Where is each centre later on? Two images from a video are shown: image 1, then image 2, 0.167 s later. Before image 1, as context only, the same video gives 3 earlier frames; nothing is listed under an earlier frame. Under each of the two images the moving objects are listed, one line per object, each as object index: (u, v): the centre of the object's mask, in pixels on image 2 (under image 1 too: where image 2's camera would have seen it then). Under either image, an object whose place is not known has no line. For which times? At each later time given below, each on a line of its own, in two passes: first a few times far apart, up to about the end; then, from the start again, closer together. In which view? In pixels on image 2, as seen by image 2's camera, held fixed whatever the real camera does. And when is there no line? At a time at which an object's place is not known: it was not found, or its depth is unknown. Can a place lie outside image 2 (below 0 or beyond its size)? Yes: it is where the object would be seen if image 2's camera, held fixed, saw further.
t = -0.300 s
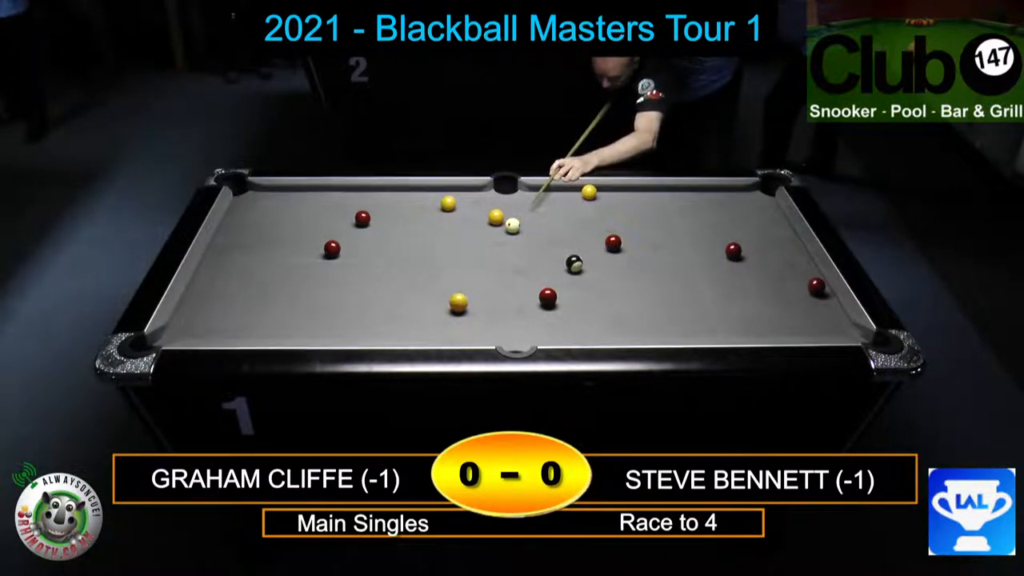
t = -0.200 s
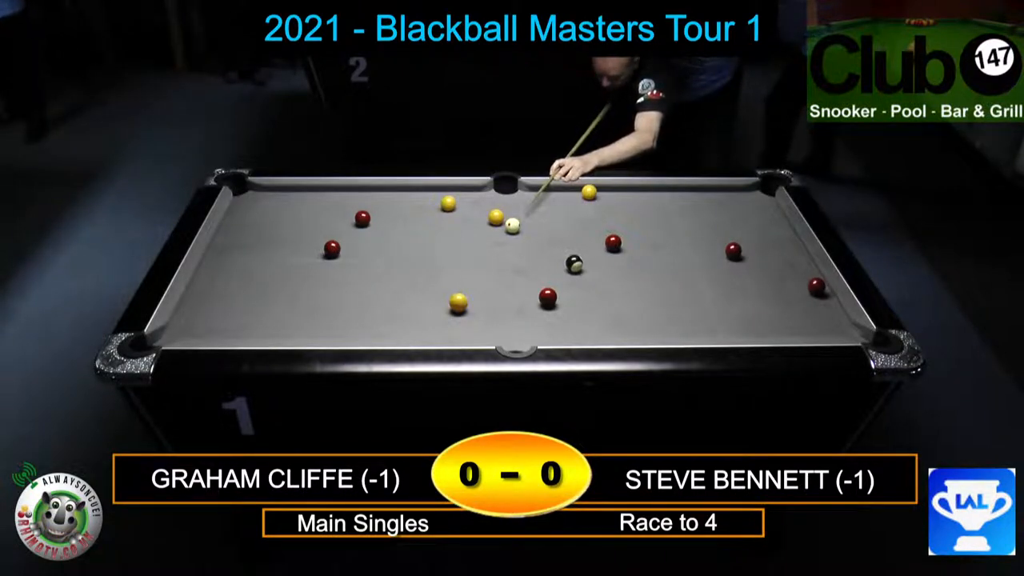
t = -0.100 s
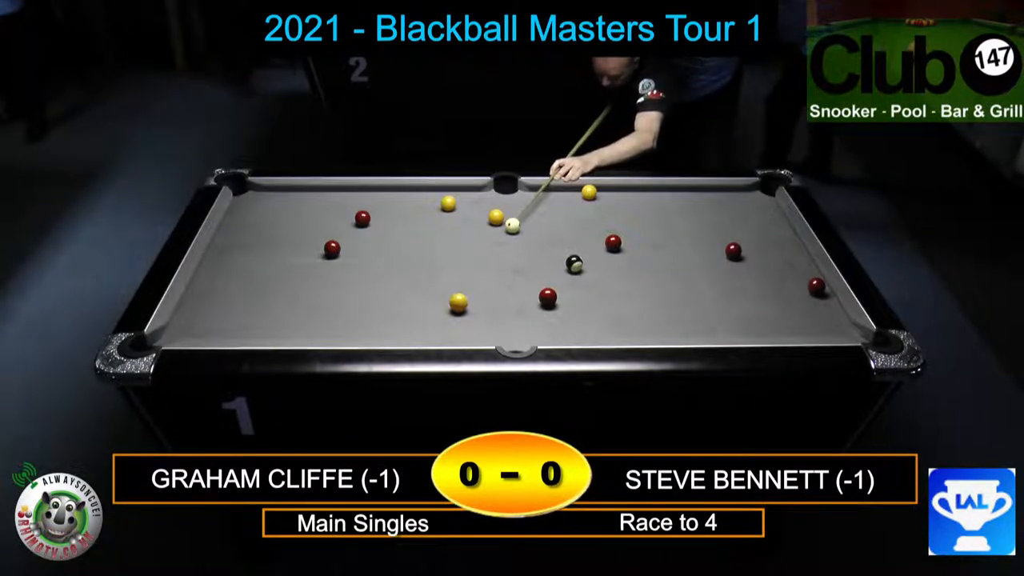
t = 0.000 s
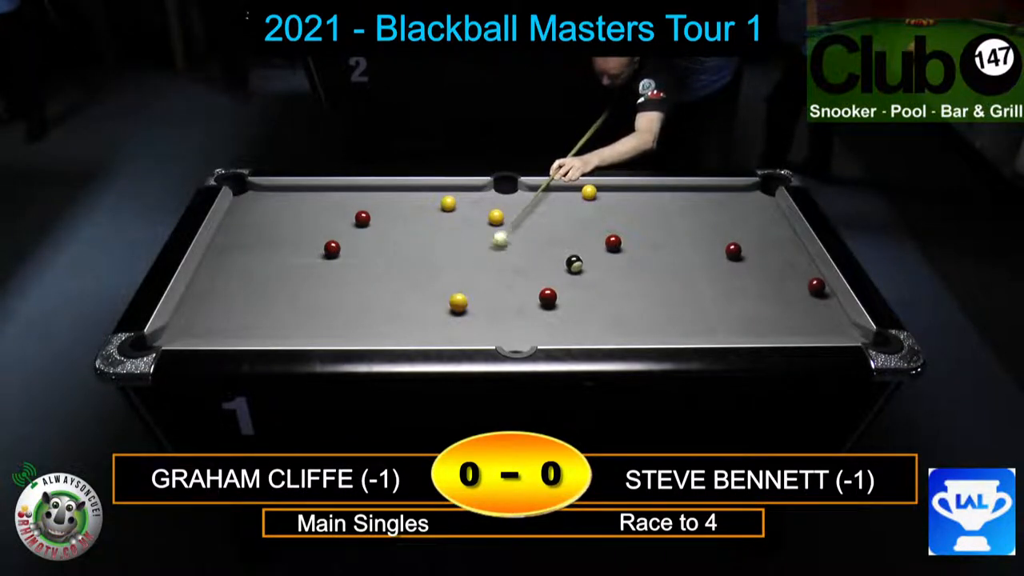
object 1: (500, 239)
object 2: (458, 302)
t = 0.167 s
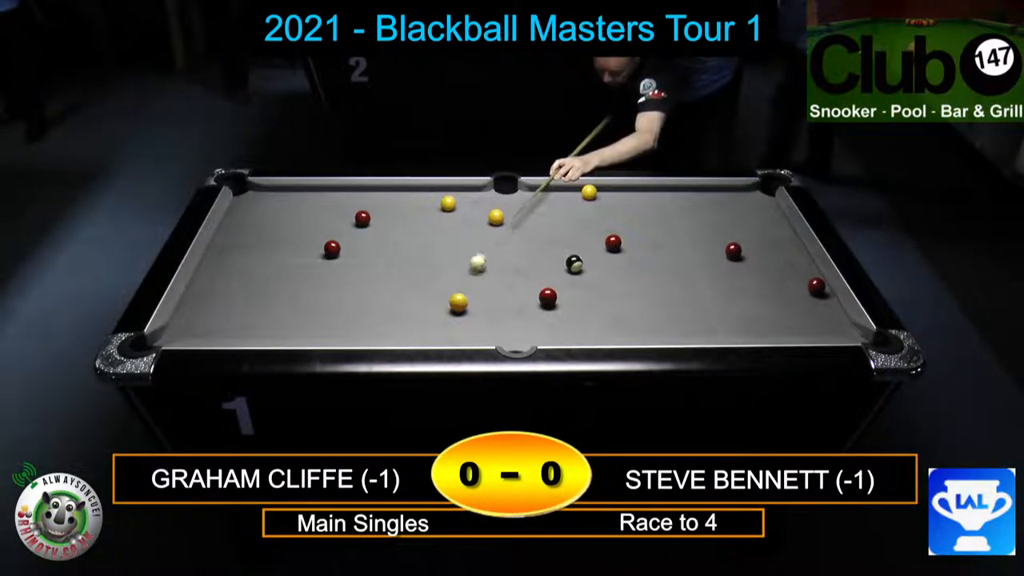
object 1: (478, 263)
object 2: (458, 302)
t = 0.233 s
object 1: (466, 276)
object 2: (458, 302)
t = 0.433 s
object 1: (429, 304)
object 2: (463, 307)
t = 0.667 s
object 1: (373, 329)
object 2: (474, 317)
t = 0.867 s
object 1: (336, 329)
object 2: (483, 326)
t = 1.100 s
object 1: (305, 313)
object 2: (494, 334)
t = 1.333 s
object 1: (279, 298)
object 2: (505, 342)
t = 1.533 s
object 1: (258, 287)
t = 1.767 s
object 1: (236, 274)
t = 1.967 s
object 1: (218, 263)
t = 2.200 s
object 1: (219, 253)
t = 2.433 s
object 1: (237, 245)
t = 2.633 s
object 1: (251, 238)
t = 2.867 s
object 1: (266, 231)
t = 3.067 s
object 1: (279, 225)
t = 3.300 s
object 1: (291, 220)
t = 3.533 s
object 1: (302, 215)
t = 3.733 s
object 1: (310, 212)
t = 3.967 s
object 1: (319, 208)
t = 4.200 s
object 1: (327, 204)
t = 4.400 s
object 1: (333, 202)
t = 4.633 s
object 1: (337, 200)
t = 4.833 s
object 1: (341, 198)
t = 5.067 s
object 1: (344, 197)
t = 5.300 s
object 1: (345, 197)
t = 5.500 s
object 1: (346, 197)
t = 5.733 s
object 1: (346, 197)
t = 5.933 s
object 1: (346, 197)
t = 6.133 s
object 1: (346, 197)
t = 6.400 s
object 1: (346, 197)
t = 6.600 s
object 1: (346, 197)
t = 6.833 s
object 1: (346, 197)
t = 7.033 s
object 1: (346, 197)
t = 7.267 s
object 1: (346, 197)
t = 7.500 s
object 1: (346, 197)
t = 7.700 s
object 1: (346, 197)
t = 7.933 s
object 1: (346, 196)
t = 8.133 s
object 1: (346, 197)
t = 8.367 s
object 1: (346, 197)
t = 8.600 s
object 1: (346, 197)
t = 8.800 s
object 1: (346, 196)
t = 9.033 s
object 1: (346, 196)
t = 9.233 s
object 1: (346, 196)
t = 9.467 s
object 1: (346, 197)
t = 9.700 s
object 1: (346, 197)
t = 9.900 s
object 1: (346, 197)
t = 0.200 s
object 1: (472, 270)
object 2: (458, 302)
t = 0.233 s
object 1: (466, 276)
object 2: (458, 302)
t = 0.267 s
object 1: (460, 282)
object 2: (458, 302)
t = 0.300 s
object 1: (455, 286)
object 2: (458, 302)
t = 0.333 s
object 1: (451, 289)
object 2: (458, 302)
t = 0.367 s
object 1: (447, 294)
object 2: (458, 303)
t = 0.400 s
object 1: (439, 299)
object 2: (461, 305)
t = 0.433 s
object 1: (429, 304)
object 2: (463, 307)
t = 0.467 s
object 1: (420, 308)
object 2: (465, 308)
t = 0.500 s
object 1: (413, 311)
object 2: (466, 310)
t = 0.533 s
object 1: (408, 314)
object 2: (467, 311)
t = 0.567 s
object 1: (401, 317)
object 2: (468, 312)
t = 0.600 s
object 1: (392, 321)
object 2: (470, 314)
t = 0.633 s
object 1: (383, 325)
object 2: (472, 316)
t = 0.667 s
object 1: (373, 329)
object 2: (474, 317)
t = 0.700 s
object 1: (366, 331)
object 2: (475, 319)
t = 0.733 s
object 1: (361, 333)
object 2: (476, 320)
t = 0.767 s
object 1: (355, 333)
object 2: (478, 321)
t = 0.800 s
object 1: (349, 332)
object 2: (480, 323)
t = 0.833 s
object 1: (341, 330)
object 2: (482, 324)
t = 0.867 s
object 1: (336, 329)
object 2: (483, 326)
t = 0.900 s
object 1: (332, 327)
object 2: (485, 327)
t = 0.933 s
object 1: (329, 326)
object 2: (486, 328)
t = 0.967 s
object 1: (326, 324)
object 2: (487, 329)
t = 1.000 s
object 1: (320, 321)
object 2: (489, 330)
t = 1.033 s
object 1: (314, 319)
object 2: (491, 332)
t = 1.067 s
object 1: (309, 316)
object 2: (493, 333)
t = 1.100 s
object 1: (305, 313)
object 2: (494, 334)
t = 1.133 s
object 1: (303, 311)
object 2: (495, 335)
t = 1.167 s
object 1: (300, 310)
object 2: (497, 336)
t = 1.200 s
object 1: (295, 307)
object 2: (499, 337)
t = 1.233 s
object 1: (290, 304)
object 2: (501, 338)
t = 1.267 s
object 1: (285, 301)
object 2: (502, 340)
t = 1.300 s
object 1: (282, 300)
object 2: (504, 341)
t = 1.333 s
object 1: (279, 298)
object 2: (505, 342)
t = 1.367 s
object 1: (276, 297)
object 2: (507, 343)
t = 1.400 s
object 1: (272, 294)
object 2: (510, 347)
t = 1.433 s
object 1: (267, 292)
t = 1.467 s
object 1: (263, 290)
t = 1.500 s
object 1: (260, 288)
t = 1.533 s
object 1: (258, 287)
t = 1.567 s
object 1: (255, 285)
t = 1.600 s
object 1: (251, 283)
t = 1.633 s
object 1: (247, 280)
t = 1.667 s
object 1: (243, 278)
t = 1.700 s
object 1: (240, 276)
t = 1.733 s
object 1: (238, 276)
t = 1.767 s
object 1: (236, 274)
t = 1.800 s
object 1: (232, 272)
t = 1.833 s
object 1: (229, 270)
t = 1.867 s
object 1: (225, 268)
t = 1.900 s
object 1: (223, 266)
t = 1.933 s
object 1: (221, 265)
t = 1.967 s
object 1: (218, 263)
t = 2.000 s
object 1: (215, 261)
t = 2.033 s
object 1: (212, 260)
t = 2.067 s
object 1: (210, 258)
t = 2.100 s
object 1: (212, 257)
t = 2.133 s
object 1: (213, 256)
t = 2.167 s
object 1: (216, 255)
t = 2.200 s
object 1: (219, 253)
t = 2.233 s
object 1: (223, 251)
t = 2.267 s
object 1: (225, 250)
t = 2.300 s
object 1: (227, 249)
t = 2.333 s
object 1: (229, 248)
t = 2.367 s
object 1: (231, 247)
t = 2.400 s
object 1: (234, 246)
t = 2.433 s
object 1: (237, 245)
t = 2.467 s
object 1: (240, 243)
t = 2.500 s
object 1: (242, 242)
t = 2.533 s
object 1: (244, 242)
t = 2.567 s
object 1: (246, 241)
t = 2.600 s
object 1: (249, 240)
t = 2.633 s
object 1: (251, 238)
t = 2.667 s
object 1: (254, 237)
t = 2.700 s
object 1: (256, 236)
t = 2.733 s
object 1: (257, 235)
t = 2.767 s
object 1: (259, 234)
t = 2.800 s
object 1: (262, 233)
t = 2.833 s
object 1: (264, 232)
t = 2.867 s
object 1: (266, 231)
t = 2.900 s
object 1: (268, 230)
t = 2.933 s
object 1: (270, 230)
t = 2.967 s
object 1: (272, 229)
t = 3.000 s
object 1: (274, 228)
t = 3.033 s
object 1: (276, 227)
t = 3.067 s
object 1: (279, 225)
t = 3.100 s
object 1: (280, 225)
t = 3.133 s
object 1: (281, 224)
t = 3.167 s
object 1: (283, 224)
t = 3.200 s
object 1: (285, 223)
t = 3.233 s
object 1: (287, 222)
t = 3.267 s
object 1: (289, 221)
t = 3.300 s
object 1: (291, 220)
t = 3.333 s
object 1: (292, 219)
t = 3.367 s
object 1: (294, 219)
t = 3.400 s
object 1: (296, 218)
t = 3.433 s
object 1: (297, 217)
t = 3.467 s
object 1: (299, 216)
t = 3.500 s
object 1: (301, 216)
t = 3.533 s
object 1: (302, 215)
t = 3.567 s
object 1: (303, 215)
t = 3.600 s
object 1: (305, 214)
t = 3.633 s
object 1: (306, 213)
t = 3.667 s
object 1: (308, 213)
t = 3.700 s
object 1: (309, 212)
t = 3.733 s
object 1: (310, 212)
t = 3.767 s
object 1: (311, 211)
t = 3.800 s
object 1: (313, 210)
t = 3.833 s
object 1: (314, 210)
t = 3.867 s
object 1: (316, 209)
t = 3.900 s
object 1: (317, 209)
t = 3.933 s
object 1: (318, 208)
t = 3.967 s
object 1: (319, 208)
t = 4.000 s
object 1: (320, 207)
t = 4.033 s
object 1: (322, 207)
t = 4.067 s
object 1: (323, 206)
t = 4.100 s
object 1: (324, 206)
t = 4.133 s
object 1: (325, 205)
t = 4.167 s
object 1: (326, 205)
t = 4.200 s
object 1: (327, 204)
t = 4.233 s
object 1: (328, 204)
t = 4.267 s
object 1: (329, 203)
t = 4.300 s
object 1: (330, 203)
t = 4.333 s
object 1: (331, 203)
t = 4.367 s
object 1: (332, 202)
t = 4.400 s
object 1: (333, 202)
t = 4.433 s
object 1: (333, 201)
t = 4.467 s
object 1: (334, 201)
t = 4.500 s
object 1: (335, 201)
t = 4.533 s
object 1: (336, 201)
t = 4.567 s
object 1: (336, 200)
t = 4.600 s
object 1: (337, 200)
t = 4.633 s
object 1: (337, 200)
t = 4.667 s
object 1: (338, 199)
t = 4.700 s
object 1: (339, 199)
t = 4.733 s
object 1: (339, 199)
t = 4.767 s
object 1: (340, 199)
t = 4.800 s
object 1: (340, 198)
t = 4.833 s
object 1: (341, 198)
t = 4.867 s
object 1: (341, 198)
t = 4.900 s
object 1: (342, 198)
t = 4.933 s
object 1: (342, 198)
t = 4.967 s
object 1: (342, 198)
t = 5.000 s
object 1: (343, 197)
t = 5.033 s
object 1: (343, 197)
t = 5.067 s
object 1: (344, 197)
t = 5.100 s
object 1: (344, 197)
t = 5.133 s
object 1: (344, 197)
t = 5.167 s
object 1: (344, 197)
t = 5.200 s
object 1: (344, 197)
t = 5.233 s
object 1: (345, 197)
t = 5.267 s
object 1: (345, 197)
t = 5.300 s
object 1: (345, 197)
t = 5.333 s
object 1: (345, 197)
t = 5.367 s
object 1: (345, 197)
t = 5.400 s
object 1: (345, 197)
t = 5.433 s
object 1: (345, 197)
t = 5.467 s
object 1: (346, 197)
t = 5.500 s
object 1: (346, 197)
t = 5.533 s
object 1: (346, 197)
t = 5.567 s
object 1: (346, 197)
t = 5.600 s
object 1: (346, 197)
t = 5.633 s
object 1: (346, 197)
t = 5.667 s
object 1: (346, 197)
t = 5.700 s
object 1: (346, 197)
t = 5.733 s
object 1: (346, 197)
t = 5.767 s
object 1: (346, 197)
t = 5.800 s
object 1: (346, 197)
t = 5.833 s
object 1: (346, 197)
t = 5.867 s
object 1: (346, 197)
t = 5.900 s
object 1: (346, 197)
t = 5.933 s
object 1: (346, 197)
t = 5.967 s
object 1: (346, 197)
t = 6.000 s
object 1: (346, 197)
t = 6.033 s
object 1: (346, 197)
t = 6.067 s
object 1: (346, 197)
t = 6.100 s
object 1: (346, 197)
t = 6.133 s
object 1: (346, 197)
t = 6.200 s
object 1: (346, 197)
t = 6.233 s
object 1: (346, 196)
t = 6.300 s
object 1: (346, 196)
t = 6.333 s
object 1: (346, 196)
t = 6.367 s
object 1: (346, 196)
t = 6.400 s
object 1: (346, 197)
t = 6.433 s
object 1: (346, 197)
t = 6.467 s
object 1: (346, 197)
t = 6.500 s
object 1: (346, 197)
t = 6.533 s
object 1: (346, 197)
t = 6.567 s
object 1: (346, 197)
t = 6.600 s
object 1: (346, 197)
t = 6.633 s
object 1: (346, 197)
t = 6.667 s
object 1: (346, 197)
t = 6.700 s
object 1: (346, 197)
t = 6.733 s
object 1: (346, 197)
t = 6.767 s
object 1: (346, 197)
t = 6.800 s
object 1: (346, 197)
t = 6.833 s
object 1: (346, 197)
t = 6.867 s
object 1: (346, 197)
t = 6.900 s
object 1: (346, 197)
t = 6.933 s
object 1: (346, 197)
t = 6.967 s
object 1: (346, 197)
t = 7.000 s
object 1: (346, 197)
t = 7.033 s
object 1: (346, 197)
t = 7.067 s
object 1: (346, 197)
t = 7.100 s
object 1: (346, 197)
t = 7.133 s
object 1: (346, 197)
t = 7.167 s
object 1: (346, 197)
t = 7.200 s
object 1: (346, 197)
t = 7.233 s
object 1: (346, 197)
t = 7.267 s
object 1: (346, 197)
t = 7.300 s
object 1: (346, 197)
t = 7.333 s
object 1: (346, 197)
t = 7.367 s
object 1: (346, 197)
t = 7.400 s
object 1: (346, 197)
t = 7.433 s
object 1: (346, 197)
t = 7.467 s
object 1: (346, 197)
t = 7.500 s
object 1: (346, 197)
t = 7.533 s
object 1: (346, 197)
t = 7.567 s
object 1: (346, 197)
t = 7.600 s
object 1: (346, 197)
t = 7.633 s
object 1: (346, 197)
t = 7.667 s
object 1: (346, 197)
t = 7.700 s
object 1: (346, 197)
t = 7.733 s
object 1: (346, 197)
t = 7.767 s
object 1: (346, 197)
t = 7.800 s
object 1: (346, 197)
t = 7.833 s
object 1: (346, 197)
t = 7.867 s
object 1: (346, 197)
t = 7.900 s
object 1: (346, 196)
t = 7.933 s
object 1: (346, 196)
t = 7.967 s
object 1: (346, 197)
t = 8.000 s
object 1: (346, 196)
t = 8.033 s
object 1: (346, 197)
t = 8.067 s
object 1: (346, 197)
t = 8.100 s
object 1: (346, 197)
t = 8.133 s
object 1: (346, 197)
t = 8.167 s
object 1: (346, 197)
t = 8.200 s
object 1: (346, 197)
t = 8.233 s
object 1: (346, 197)
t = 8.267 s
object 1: (346, 197)
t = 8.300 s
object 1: (346, 197)
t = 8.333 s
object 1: (346, 197)
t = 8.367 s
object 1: (346, 197)
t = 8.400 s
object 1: (346, 197)
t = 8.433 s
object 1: (346, 197)
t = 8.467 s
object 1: (346, 197)
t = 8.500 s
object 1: (346, 197)
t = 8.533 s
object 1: (346, 197)
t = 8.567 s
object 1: (346, 197)
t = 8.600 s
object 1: (346, 197)
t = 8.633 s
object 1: (346, 197)
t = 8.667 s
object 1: (346, 197)
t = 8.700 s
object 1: (346, 196)
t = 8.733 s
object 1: (346, 196)
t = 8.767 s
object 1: (346, 196)
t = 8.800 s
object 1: (346, 196)
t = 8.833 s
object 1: (346, 196)
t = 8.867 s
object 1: (346, 197)
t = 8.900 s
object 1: (346, 196)
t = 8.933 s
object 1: (346, 196)
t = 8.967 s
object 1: (346, 196)
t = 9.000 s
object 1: (346, 196)
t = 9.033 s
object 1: (346, 196)
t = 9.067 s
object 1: (346, 196)
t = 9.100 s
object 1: (346, 196)
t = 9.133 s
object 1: (346, 196)
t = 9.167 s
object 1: (346, 196)
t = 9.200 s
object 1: (346, 196)
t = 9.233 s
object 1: (346, 196)
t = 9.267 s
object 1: (346, 196)
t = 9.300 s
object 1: (346, 196)
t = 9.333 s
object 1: (346, 196)
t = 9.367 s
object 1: (346, 196)
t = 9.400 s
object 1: (346, 196)
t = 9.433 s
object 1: (346, 196)
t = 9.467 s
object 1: (346, 197)
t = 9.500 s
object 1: (346, 197)
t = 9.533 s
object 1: (346, 197)
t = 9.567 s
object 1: (346, 197)
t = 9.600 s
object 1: (346, 197)
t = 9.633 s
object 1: (346, 197)
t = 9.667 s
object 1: (346, 197)
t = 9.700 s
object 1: (346, 197)
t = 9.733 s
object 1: (346, 197)
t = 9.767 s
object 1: (346, 197)
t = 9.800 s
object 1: (346, 197)
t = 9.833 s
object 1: (346, 197)
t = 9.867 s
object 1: (346, 197)
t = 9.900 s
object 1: (346, 197)
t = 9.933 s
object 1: (346, 196)
